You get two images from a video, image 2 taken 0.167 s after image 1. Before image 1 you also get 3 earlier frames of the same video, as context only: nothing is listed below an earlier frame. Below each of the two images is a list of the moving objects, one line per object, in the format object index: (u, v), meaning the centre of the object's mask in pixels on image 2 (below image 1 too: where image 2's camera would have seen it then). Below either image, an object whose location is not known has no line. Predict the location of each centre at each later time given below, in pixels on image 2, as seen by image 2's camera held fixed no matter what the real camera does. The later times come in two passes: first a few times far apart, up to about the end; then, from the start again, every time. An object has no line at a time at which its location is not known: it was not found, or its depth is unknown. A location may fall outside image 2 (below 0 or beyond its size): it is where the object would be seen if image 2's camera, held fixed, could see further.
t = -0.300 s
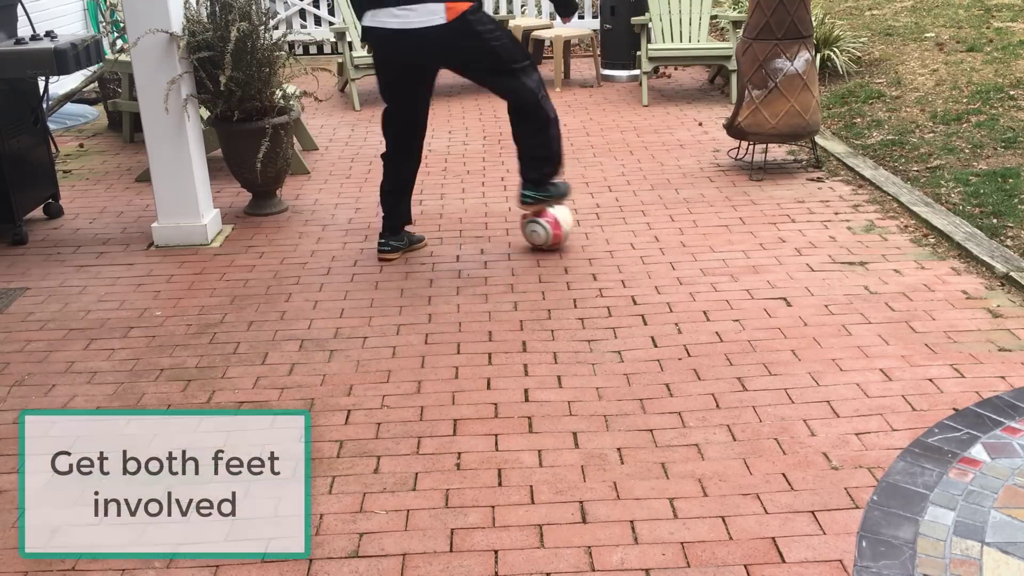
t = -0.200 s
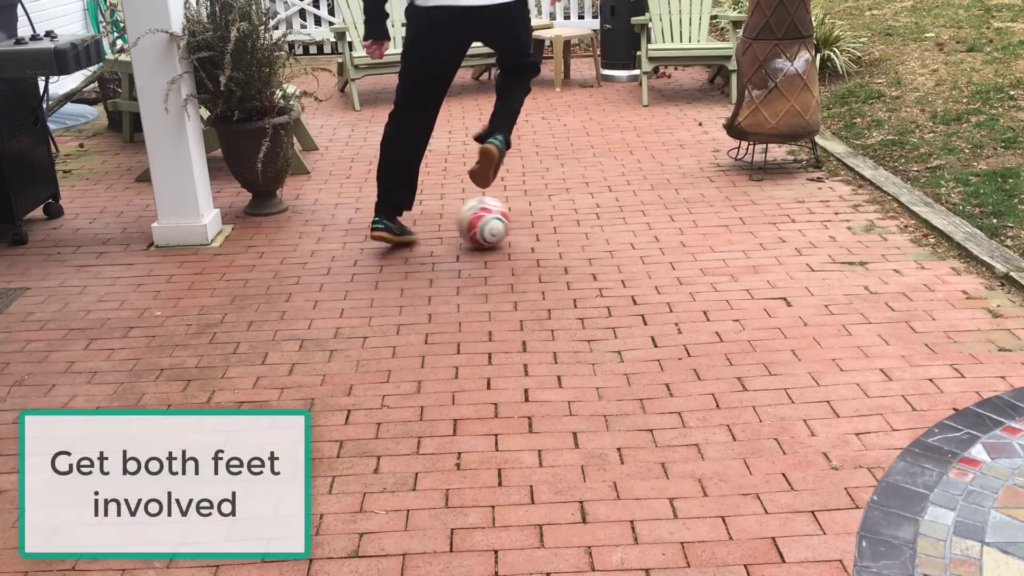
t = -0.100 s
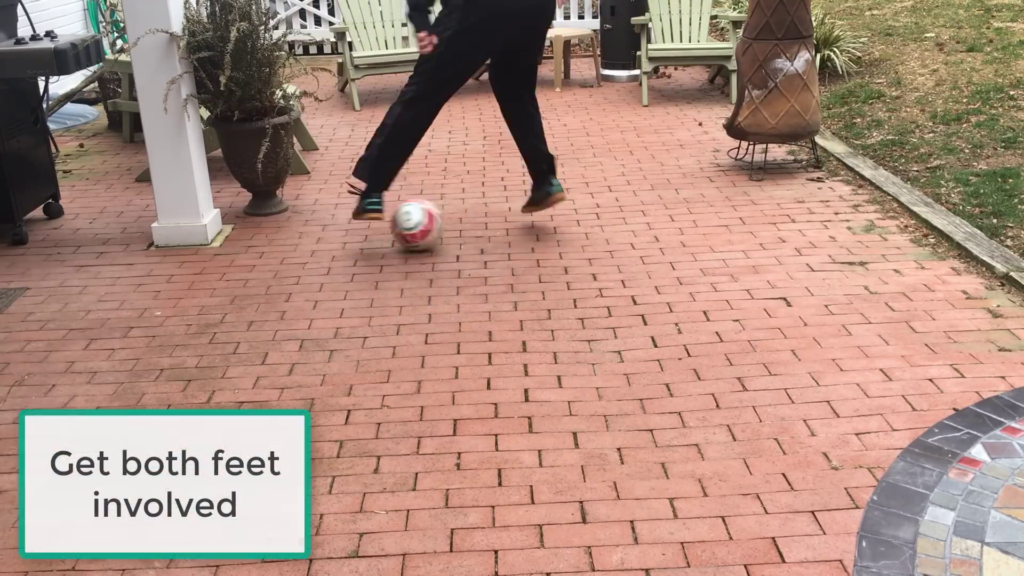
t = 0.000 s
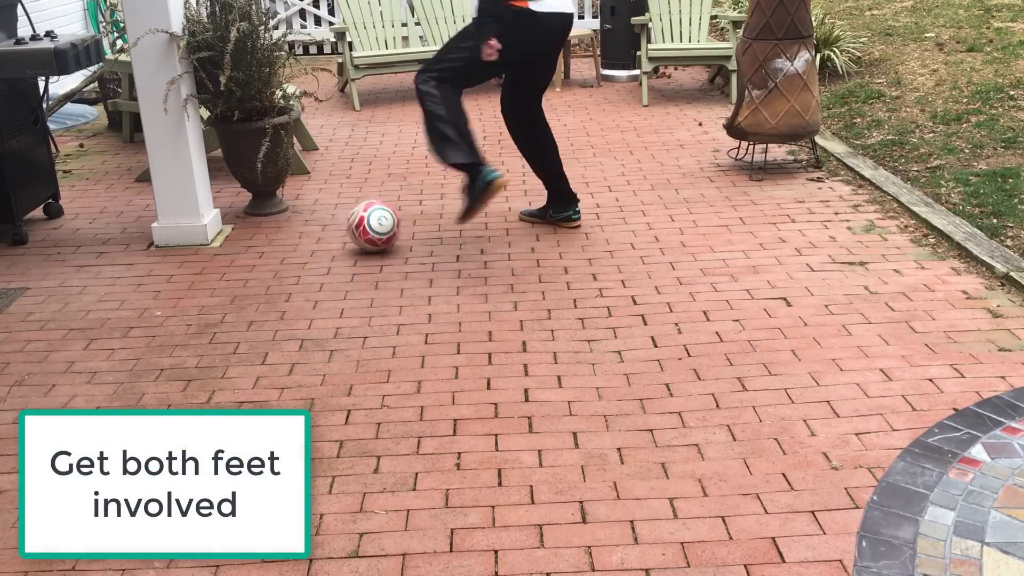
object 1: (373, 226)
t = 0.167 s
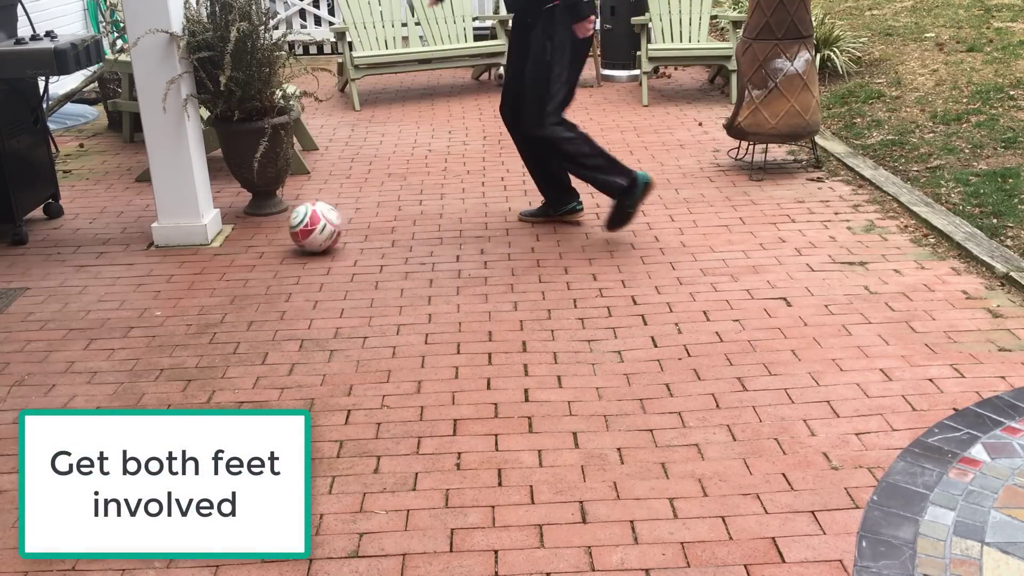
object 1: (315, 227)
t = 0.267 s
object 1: (281, 226)
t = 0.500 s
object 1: (223, 221)
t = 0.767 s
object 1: (237, 233)
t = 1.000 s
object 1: (228, 238)
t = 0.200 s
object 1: (304, 227)
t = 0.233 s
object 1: (293, 226)
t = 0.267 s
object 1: (281, 226)
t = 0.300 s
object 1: (270, 226)
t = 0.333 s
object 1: (259, 226)
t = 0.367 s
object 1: (248, 226)
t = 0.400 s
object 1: (237, 226)
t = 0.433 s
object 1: (226, 226)
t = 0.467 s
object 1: (220, 224)
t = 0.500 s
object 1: (223, 221)
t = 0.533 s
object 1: (228, 221)
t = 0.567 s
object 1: (232, 222)
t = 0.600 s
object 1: (238, 227)
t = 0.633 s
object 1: (241, 230)
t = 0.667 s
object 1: (239, 226)
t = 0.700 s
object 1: (238, 227)
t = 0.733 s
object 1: (238, 228)
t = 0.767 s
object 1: (237, 233)
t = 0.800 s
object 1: (235, 231)
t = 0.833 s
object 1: (234, 231)
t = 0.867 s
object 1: (233, 233)
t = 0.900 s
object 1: (232, 235)
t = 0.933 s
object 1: (230, 234)
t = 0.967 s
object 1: (229, 236)
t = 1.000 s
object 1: (228, 238)
